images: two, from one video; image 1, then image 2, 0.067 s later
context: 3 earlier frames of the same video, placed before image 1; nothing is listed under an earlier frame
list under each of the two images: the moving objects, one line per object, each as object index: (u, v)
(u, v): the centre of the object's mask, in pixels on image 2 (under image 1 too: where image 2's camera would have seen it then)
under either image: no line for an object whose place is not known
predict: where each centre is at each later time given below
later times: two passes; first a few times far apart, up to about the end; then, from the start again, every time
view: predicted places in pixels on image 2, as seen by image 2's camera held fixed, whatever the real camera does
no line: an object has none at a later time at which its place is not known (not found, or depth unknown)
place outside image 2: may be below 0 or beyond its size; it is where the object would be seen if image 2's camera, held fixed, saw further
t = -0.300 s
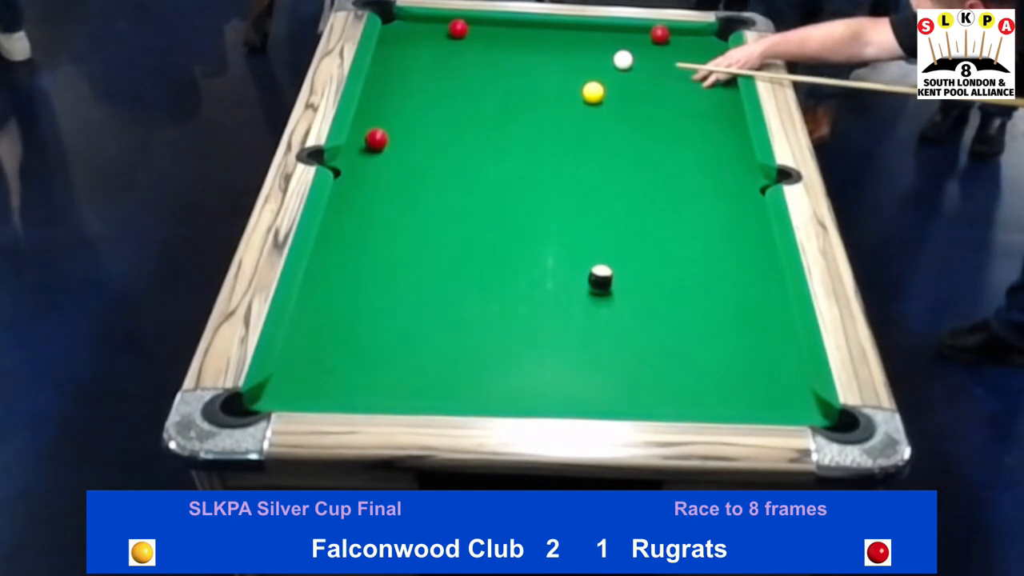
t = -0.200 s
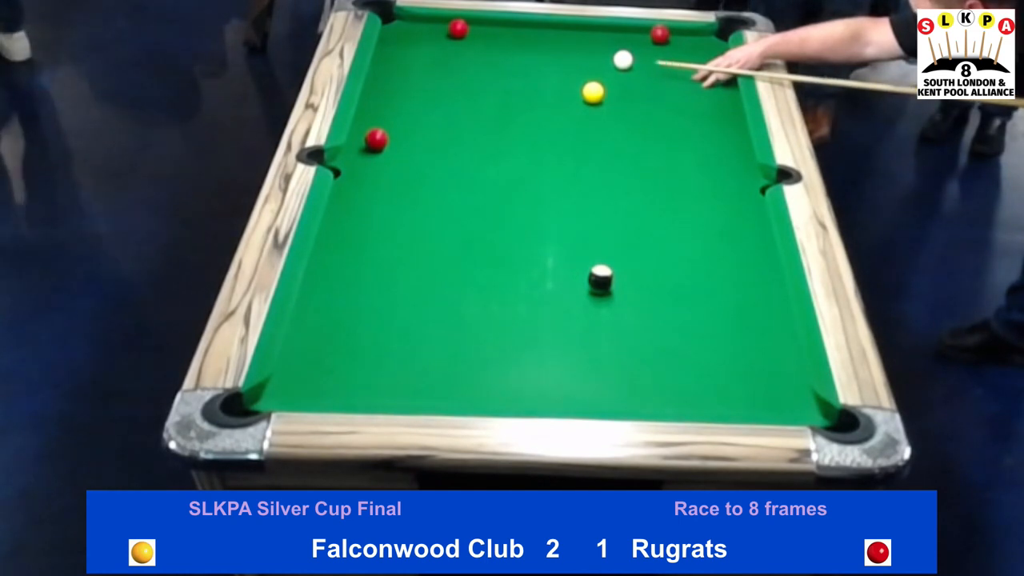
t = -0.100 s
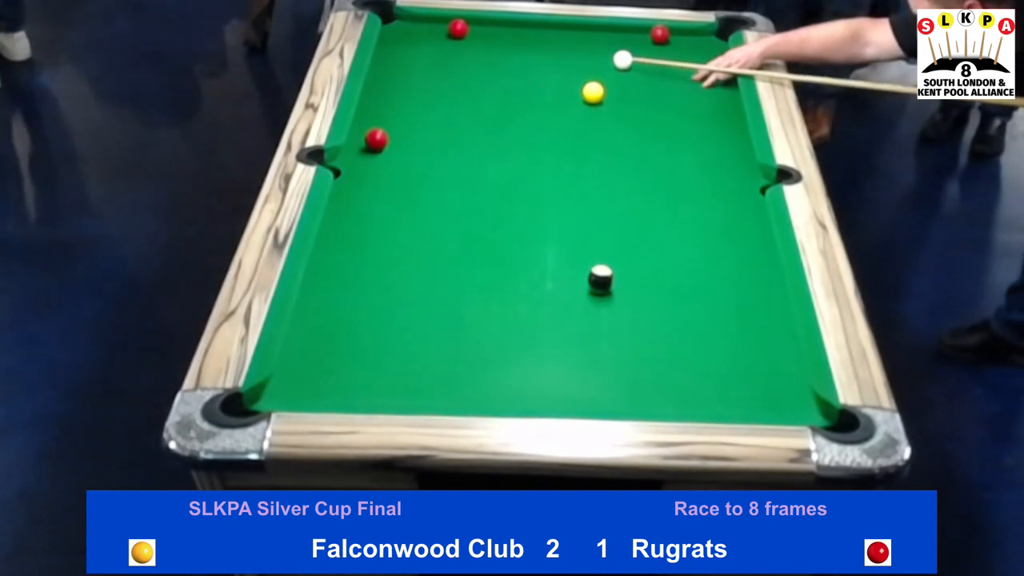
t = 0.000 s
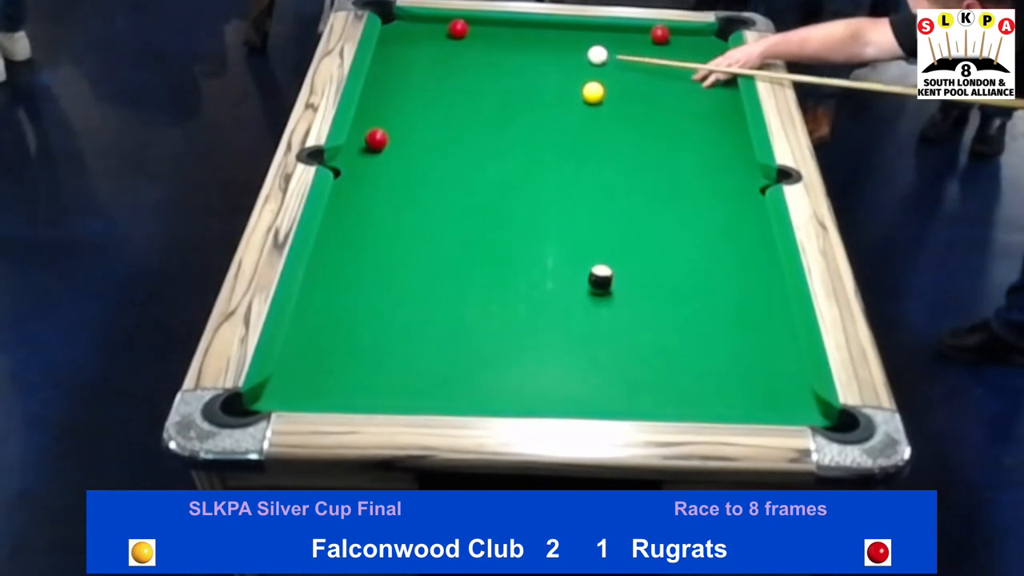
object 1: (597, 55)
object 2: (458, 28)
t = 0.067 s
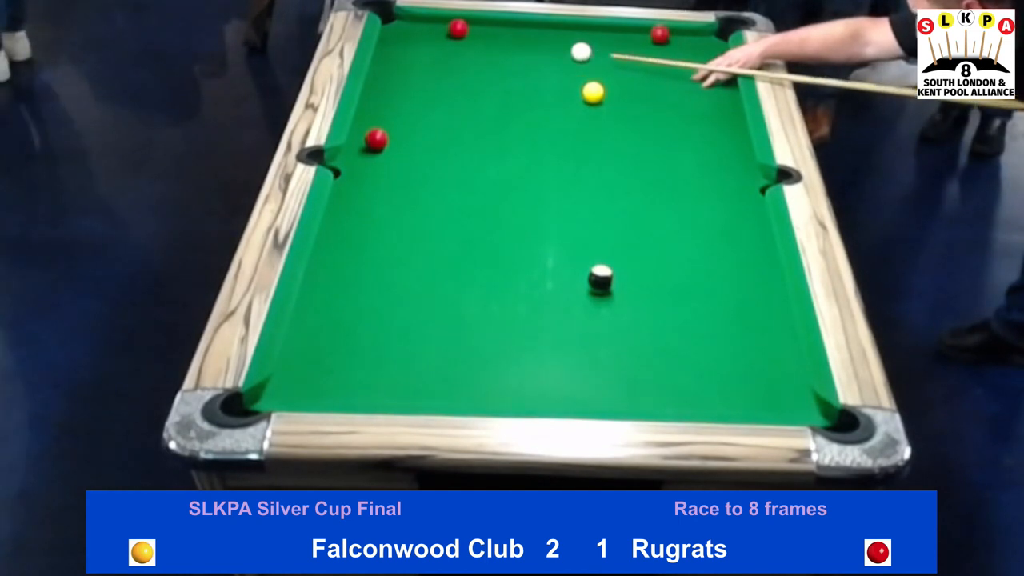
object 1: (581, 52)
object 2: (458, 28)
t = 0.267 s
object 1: (533, 43)
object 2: (458, 28)
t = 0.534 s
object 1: (475, 32)
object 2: (455, 28)
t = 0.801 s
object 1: (466, 31)
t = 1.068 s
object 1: (459, 30)
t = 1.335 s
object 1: (454, 29)
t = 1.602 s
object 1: (452, 29)
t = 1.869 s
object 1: (451, 29)
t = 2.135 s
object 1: (451, 29)
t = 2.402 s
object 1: (451, 29)
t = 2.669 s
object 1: (451, 29)
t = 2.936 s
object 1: (451, 29)
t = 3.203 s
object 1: (451, 29)
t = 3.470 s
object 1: (451, 29)
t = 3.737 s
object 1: (451, 29)
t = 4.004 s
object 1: (451, 29)
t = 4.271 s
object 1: (451, 29)
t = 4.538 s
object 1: (451, 29)
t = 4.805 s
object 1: (451, 29)
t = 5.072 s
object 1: (451, 29)
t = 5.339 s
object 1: (451, 29)
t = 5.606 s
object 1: (451, 29)
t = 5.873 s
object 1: (451, 29)
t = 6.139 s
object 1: (451, 29)
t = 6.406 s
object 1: (451, 29)
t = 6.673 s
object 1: (451, 29)
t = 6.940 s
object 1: (451, 29)
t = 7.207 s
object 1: (451, 29)
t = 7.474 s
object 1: (451, 29)
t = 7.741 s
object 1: (451, 29)
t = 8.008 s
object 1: (451, 29)
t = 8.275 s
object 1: (451, 29)
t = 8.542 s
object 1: (451, 29)
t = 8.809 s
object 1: (451, 29)
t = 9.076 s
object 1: (451, 29)
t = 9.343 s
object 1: (451, 29)
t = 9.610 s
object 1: (451, 29)
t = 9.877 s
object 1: (451, 29)
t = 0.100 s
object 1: (573, 50)
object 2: (458, 28)
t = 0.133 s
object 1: (565, 49)
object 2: (458, 28)
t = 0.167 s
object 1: (557, 47)
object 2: (458, 28)
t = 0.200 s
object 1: (549, 46)
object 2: (458, 28)
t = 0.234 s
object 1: (541, 44)
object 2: (458, 28)
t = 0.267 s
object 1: (533, 43)
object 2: (458, 28)
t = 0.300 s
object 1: (525, 42)
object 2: (458, 28)
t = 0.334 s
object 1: (517, 40)
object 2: (458, 28)
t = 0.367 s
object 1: (510, 38)
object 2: (458, 28)
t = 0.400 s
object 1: (502, 37)
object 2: (458, 28)
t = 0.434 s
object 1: (494, 36)
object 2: (458, 28)
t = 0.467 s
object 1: (487, 34)
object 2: (458, 28)
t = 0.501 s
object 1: (480, 33)
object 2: (458, 28)
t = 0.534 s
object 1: (475, 32)
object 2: (455, 28)
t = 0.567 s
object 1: (475, 32)
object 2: (450, 27)
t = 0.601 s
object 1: (473, 32)
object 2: (445, 26)
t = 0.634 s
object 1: (472, 32)
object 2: (441, 25)
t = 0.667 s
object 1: (471, 32)
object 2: (437, 24)
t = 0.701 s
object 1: (470, 32)
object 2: (433, 23)
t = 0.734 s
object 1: (469, 31)
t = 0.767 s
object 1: (467, 31)
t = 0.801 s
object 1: (466, 31)
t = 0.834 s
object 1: (466, 31)
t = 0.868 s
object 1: (465, 31)
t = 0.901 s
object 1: (464, 31)
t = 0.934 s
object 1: (463, 31)
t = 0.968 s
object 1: (462, 31)
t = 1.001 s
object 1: (461, 30)
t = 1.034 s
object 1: (460, 30)
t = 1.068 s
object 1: (459, 30)
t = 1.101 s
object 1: (458, 30)
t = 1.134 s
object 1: (458, 30)
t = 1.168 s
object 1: (457, 30)
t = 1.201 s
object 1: (456, 30)
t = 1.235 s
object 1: (456, 30)
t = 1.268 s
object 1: (455, 30)
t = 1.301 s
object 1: (455, 30)
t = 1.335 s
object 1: (454, 29)
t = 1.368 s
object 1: (454, 29)
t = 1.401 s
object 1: (453, 29)
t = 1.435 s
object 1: (453, 29)
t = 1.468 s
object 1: (453, 29)
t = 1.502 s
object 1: (452, 29)
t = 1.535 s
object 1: (452, 29)
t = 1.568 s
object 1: (452, 29)
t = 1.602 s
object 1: (452, 29)
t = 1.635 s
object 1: (452, 29)
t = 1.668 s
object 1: (451, 29)
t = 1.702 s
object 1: (451, 29)
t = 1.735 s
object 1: (451, 29)
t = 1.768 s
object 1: (451, 29)
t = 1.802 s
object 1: (451, 29)
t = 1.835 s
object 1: (451, 29)
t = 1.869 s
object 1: (451, 29)
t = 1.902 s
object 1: (451, 29)
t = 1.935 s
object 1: (451, 29)
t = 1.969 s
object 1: (451, 29)
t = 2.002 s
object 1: (451, 29)
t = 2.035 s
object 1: (451, 29)
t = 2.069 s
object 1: (451, 29)
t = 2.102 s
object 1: (451, 29)
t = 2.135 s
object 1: (451, 29)
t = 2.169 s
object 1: (451, 29)
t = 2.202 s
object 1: (451, 29)
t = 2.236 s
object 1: (451, 29)
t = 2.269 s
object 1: (451, 29)
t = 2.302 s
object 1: (451, 29)
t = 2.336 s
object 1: (451, 29)
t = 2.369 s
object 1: (451, 29)
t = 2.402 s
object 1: (451, 29)
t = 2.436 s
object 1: (451, 29)
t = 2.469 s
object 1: (451, 29)
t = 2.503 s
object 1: (451, 29)
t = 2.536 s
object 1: (451, 29)
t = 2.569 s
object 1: (451, 29)
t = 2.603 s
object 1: (451, 29)
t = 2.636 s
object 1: (451, 29)
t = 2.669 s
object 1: (451, 29)
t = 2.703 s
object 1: (451, 29)
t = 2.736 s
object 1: (451, 29)
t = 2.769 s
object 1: (451, 29)
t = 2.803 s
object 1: (451, 29)
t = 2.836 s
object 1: (451, 29)
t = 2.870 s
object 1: (451, 29)
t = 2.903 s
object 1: (451, 29)
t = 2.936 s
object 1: (451, 29)
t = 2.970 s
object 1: (451, 29)
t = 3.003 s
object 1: (451, 29)
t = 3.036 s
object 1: (451, 29)
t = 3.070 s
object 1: (451, 29)
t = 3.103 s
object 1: (451, 29)
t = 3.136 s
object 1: (451, 29)
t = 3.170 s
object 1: (451, 29)
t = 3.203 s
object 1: (451, 29)
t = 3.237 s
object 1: (451, 29)
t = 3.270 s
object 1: (451, 29)
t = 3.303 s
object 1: (451, 29)
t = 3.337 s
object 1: (451, 29)
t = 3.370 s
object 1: (451, 29)
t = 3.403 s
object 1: (451, 29)
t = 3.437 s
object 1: (451, 29)
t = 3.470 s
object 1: (451, 29)
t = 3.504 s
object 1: (451, 29)
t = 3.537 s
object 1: (451, 29)
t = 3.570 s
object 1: (451, 29)
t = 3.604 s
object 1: (451, 29)
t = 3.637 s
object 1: (451, 29)
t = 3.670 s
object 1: (451, 29)
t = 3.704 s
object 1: (451, 29)
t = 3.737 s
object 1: (451, 29)
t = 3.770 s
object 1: (451, 29)
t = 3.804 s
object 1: (451, 29)
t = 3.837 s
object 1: (451, 29)
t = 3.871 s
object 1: (451, 29)
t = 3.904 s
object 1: (451, 29)
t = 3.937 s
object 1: (451, 29)
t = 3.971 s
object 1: (451, 29)
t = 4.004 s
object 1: (451, 29)
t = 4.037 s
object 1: (451, 29)
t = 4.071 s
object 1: (451, 29)
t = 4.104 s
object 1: (451, 29)
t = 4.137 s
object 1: (451, 29)
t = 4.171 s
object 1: (451, 29)
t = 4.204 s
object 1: (451, 29)
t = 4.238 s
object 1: (451, 29)
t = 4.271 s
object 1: (451, 29)
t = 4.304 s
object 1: (451, 29)
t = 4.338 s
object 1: (451, 29)
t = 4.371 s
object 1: (451, 29)
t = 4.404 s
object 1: (451, 29)
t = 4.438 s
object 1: (451, 29)
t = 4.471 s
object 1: (451, 29)
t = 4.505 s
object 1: (451, 29)
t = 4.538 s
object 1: (451, 29)
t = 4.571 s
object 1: (451, 29)
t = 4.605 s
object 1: (451, 29)
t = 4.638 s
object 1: (451, 29)
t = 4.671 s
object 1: (451, 29)
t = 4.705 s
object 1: (451, 29)
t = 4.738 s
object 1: (451, 29)
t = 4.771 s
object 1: (451, 29)
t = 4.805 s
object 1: (451, 29)
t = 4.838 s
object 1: (451, 29)
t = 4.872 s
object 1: (451, 29)
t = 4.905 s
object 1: (451, 29)
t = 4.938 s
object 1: (451, 29)
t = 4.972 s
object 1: (451, 29)
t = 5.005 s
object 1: (451, 29)
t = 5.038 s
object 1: (451, 29)
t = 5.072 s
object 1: (451, 29)
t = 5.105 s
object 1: (451, 29)
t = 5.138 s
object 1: (451, 29)
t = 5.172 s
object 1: (451, 29)
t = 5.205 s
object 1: (451, 29)
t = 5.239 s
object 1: (451, 29)
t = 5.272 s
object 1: (451, 29)
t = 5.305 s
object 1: (451, 29)
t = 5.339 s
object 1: (451, 29)
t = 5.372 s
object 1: (451, 29)
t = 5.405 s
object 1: (451, 29)
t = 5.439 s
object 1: (451, 29)
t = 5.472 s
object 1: (451, 29)
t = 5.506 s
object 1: (451, 29)
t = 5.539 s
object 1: (451, 29)
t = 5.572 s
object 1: (451, 29)
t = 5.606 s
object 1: (451, 29)
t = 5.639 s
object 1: (451, 29)
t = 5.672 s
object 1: (451, 29)
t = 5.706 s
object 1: (451, 29)
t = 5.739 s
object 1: (451, 29)
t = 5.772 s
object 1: (451, 29)
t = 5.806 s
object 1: (451, 29)
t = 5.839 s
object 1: (451, 29)
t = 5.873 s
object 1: (451, 29)
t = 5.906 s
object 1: (451, 29)
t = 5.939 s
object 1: (451, 29)
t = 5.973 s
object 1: (451, 29)
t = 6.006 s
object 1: (451, 29)
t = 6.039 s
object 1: (451, 29)
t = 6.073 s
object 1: (451, 29)
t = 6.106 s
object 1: (451, 29)
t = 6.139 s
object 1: (451, 29)
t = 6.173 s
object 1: (451, 29)
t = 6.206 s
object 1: (451, 29)
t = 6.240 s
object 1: (451, 29)
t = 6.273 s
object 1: (451, 29)
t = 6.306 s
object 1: (451, 29)
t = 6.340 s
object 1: (451, 29)
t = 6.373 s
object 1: (451, 29)
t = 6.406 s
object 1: (451, 29)
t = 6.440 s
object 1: (451, 29)
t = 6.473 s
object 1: (451, 29)
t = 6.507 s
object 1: (451, 29)
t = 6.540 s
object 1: (451, 29)
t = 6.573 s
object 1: (451, 29)
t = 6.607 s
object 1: (451, 29)
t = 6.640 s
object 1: (451, 29)
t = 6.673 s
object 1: (451, 29)
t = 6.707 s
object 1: (451, 29)
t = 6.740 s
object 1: (451, 29)
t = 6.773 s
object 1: (451, 29)
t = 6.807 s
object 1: (451, 29)
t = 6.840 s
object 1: (451, 29)
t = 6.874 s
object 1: (451, 29)
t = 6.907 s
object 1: (451, 29)
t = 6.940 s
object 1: (451, 29)
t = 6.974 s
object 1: (451, 29)
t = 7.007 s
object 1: (451, 29)
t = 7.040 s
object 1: (451, 29)
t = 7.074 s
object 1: (451, 29)
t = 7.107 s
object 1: (451, 29)
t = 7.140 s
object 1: (451, 29)
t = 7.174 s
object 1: (451, 29)
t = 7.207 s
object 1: (451, 29)
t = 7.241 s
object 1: (451, 29)
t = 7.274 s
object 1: (451, 29)
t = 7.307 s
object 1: (451, 29)
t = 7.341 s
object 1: (451, 29)
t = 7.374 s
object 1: (451, 29)
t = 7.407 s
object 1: (451, 29)
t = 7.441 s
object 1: (451, 29)
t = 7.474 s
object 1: (451, 29)
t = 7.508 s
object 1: (451, 29)
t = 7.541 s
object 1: (451, 29)
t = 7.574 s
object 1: (451, 29)
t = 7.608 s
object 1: (451, 29)
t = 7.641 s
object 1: (451, 29)
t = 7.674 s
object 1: (451, 29)
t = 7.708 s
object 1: (451, 29)
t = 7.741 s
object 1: (451, 29)
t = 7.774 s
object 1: (451, 29)
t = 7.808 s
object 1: (451, 29)
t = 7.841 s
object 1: (451, 29)
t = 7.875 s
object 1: (451, 29)
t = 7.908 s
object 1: (451, 29)
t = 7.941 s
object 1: (451, 29)
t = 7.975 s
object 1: (451, 29)
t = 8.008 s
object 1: (451, 29)
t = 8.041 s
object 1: (451, 29)
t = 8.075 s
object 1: (451, 29)
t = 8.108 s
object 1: (451, 29)
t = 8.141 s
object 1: (451, 29)
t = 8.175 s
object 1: (451, 29)
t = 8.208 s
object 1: (451, 29)
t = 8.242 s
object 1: (451, 29)
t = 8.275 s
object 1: (451, 29)
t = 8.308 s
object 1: (451, 29)
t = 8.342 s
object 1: (451, 29)
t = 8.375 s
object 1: (451, 29)
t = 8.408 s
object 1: (451, 29)
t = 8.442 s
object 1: (451, 29)
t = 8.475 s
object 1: (451, 29)
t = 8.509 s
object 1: (451, 29)
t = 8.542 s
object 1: (451, 29)
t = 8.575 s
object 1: (451, 29)
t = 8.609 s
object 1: (451, 29)
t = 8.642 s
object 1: (451, 29)
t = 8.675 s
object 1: (451, 29)
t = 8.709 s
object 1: (451, 29)
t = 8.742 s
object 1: (451, 29)
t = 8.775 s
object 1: (451, 29)
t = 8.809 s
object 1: (451, 29)
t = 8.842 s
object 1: (451, 29)
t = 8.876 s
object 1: (451, 29)
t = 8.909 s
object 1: (451, 29)
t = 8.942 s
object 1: (451, 29)
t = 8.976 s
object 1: (451, 29)
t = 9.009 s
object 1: (451, 29)
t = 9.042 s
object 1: (451, 29)
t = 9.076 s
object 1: (451, 29)
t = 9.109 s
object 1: (451, 29)
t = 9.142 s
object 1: (451, 29)
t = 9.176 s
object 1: (451, 29)
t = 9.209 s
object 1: (451, 29)
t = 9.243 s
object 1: (451, 29)
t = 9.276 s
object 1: (451, 29)
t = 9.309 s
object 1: (451, 29)
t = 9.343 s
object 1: (451, 29)
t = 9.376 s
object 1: (451, 29)
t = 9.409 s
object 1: (451, 29)
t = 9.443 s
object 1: (451, 29)
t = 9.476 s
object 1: (451, 29)
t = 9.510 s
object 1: (451, 29)
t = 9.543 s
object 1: (451, 29)
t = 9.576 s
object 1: (451, 29)
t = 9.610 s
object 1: (451, 29)
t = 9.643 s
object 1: (451, 29)
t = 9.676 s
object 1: (451, 29)
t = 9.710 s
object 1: (451, 29)
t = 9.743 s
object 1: (451, 29)
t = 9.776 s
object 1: (451, 29)
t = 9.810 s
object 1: (451, 29)
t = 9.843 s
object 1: (451, 29)
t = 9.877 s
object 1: (451, 29)
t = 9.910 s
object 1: (451, 29)
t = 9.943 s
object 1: (451, 29)
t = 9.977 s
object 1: (451, 29)
